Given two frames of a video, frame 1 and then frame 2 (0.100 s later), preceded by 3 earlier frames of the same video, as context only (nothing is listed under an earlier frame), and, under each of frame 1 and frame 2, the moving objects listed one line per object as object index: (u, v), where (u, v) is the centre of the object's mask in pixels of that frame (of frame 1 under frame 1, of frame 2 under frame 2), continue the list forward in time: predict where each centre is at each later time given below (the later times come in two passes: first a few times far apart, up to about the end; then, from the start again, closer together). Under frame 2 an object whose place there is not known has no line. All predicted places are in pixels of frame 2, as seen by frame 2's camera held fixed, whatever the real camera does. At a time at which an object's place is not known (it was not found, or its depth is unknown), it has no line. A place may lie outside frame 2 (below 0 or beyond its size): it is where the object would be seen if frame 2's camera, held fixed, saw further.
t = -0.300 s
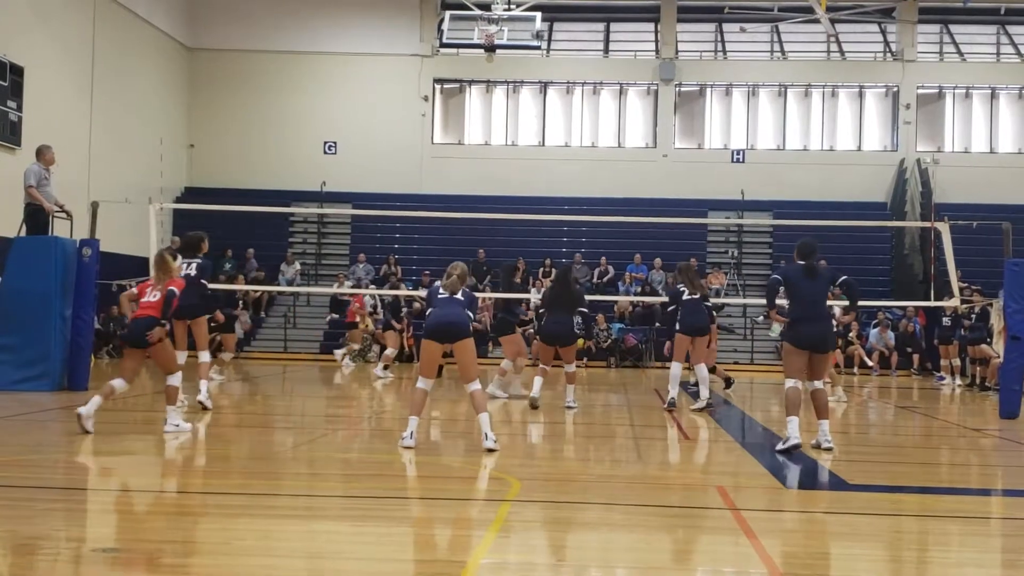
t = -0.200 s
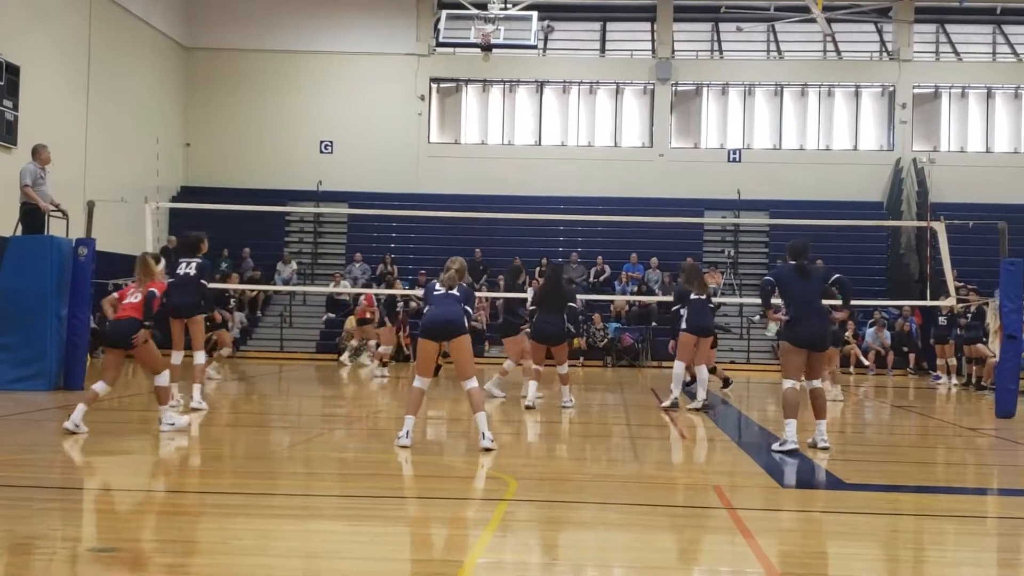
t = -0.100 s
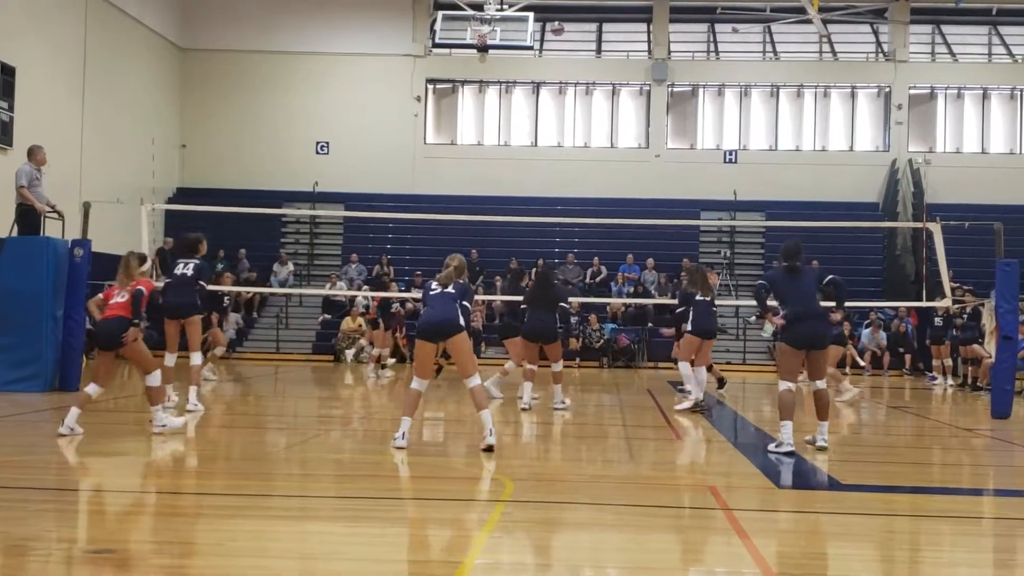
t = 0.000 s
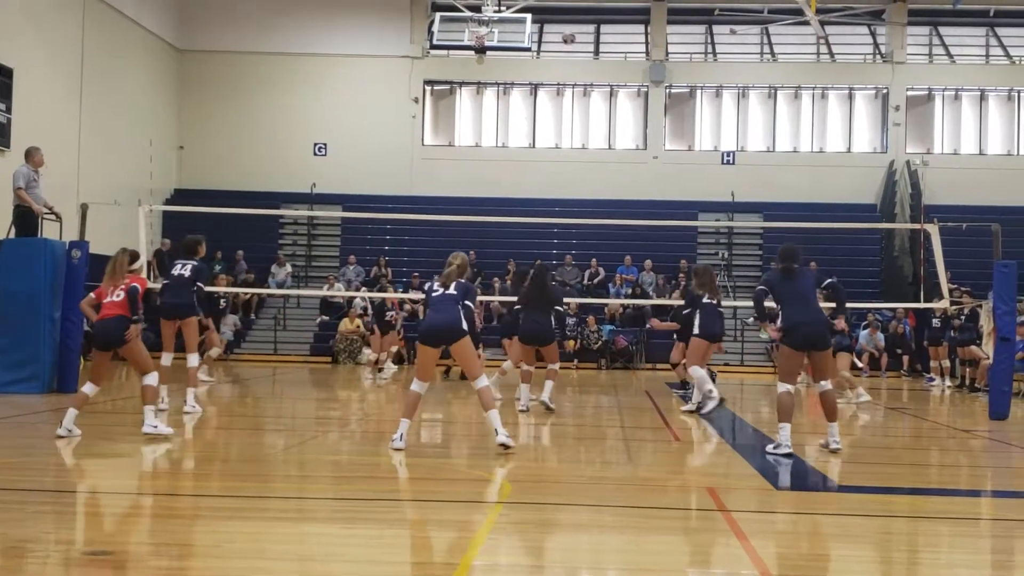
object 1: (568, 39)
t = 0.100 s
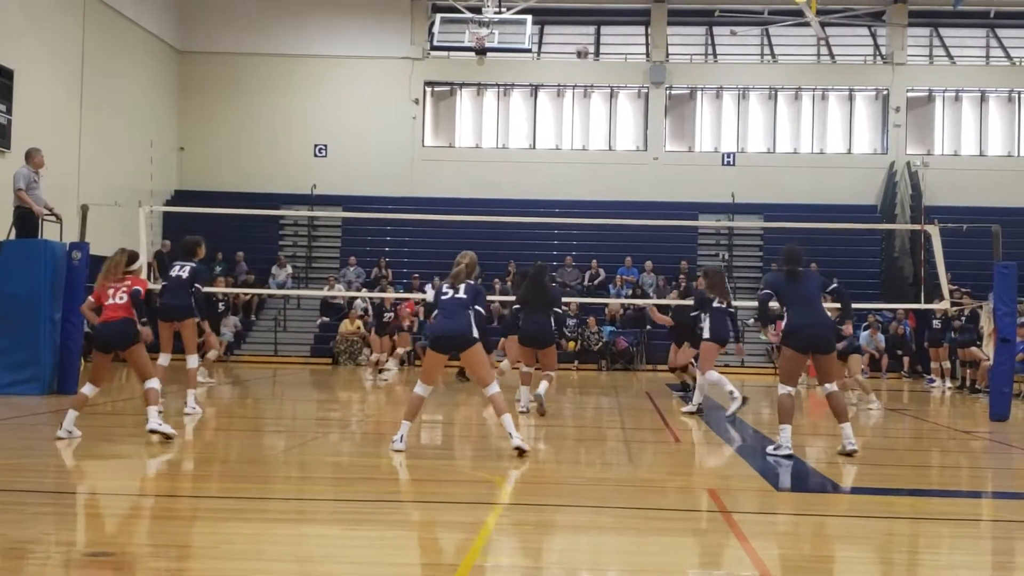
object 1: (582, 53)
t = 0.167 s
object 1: (591, 67)
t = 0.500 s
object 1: (635, 175)
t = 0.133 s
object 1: (586, 59)
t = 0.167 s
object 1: (591, 67)
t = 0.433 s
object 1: (626, 147)
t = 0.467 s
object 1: (630, 161)
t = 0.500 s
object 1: (635, 175)
